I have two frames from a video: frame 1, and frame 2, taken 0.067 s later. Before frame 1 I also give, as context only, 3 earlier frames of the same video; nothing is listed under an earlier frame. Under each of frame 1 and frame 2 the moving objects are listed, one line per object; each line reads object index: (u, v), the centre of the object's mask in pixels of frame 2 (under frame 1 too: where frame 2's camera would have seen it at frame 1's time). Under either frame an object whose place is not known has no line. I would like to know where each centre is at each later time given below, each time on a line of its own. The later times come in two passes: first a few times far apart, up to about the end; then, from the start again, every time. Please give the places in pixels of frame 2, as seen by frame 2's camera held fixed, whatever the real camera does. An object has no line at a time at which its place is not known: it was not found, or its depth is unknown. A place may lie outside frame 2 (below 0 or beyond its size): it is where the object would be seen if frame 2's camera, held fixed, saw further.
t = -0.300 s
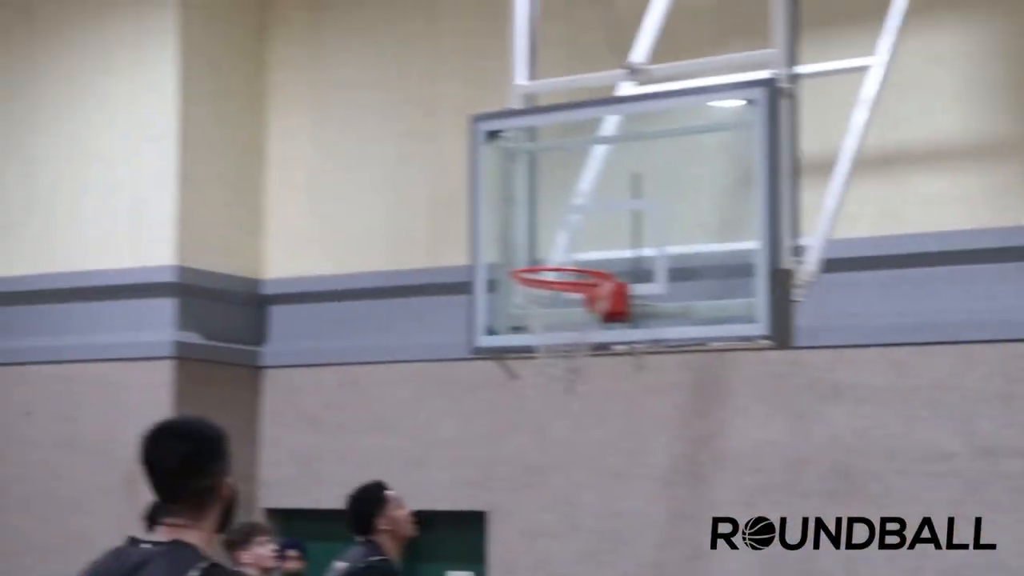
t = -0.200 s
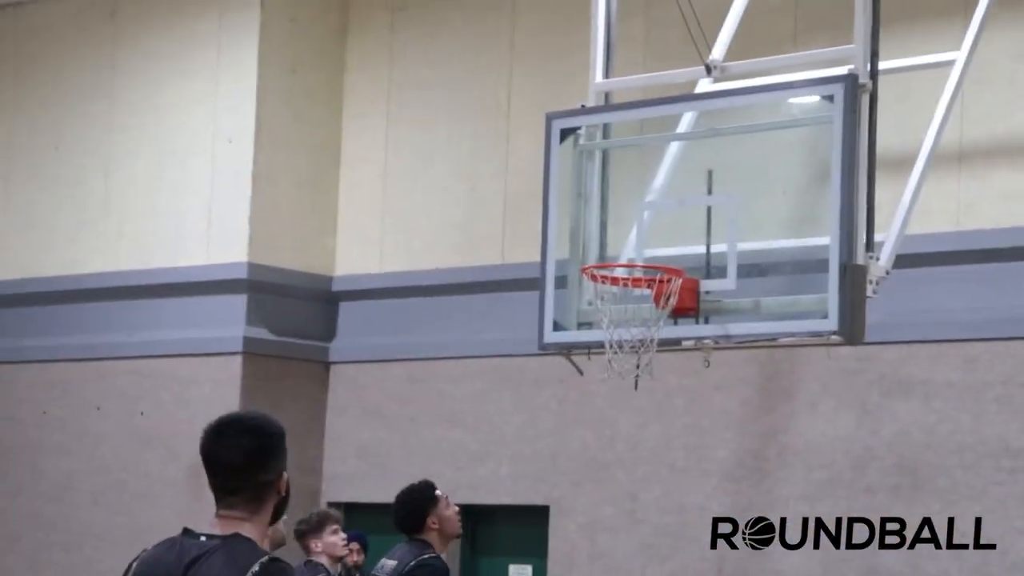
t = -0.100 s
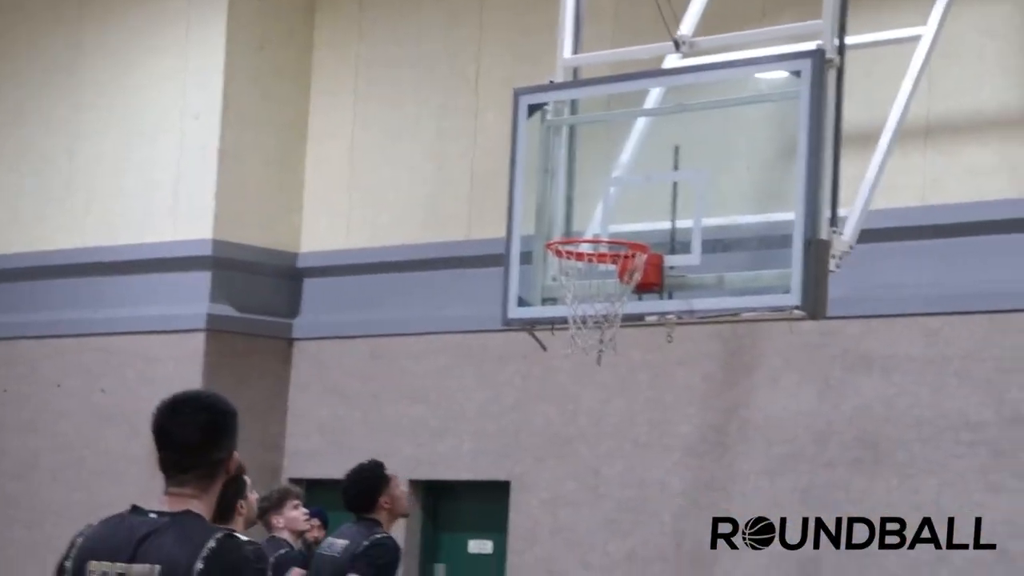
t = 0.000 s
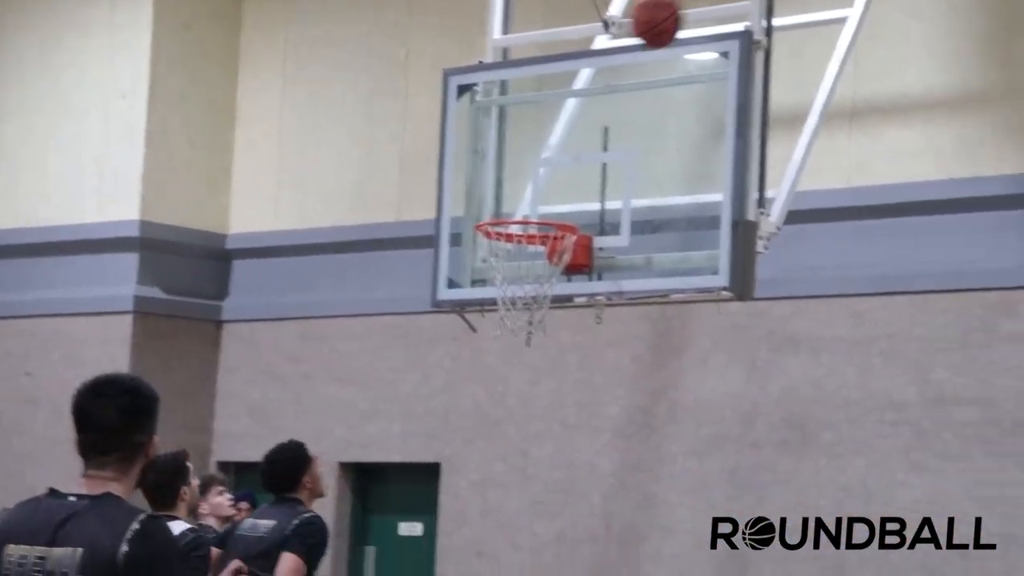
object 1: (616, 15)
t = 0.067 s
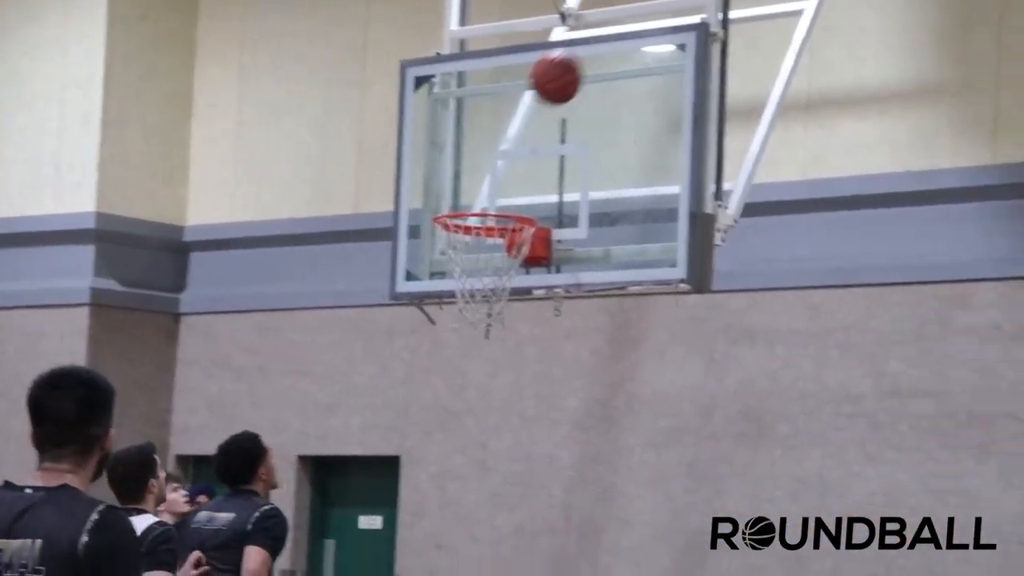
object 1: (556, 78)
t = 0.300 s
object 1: (499, 264)
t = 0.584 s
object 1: (458, 410)
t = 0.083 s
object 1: (541, 96)
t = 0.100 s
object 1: (526, 114)
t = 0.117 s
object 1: (511, 133)
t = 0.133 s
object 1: (497, 151)
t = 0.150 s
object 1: (483, 169)
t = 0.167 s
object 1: (468, 189)
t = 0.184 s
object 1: (454, 201)
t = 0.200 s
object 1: (455, 221)
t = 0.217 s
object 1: (468, 228)
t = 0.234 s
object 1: (484, 238)
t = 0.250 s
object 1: (494, 245)
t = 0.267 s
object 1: (502, 249)
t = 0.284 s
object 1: (501, 256)
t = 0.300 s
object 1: (499, 264)
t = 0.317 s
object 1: (499, 271)
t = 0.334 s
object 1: (496, 277)
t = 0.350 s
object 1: (494, 282)
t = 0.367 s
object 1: (492, 288)
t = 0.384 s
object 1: (490, 294)
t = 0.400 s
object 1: (489, 300)
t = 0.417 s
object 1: (486, 307)
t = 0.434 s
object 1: (482, 314)
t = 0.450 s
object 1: (479, 322)
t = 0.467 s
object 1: (477, 331)
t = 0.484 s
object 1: (475, 340)
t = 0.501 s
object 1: (472, 350)
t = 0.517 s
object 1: (469, 361)
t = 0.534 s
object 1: (466, 372)
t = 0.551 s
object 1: (463, 384)
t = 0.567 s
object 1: (460, 397)
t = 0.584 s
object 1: (458, 410)
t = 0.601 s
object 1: (455, 424)
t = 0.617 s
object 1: (452, 439)
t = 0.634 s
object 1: (449, 455)
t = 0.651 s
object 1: (446, 471)
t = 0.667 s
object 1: (443, 488)
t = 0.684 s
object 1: (440, 505)
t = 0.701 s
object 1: (437, 524)
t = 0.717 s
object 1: (434, 543)
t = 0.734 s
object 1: (432, 564)
